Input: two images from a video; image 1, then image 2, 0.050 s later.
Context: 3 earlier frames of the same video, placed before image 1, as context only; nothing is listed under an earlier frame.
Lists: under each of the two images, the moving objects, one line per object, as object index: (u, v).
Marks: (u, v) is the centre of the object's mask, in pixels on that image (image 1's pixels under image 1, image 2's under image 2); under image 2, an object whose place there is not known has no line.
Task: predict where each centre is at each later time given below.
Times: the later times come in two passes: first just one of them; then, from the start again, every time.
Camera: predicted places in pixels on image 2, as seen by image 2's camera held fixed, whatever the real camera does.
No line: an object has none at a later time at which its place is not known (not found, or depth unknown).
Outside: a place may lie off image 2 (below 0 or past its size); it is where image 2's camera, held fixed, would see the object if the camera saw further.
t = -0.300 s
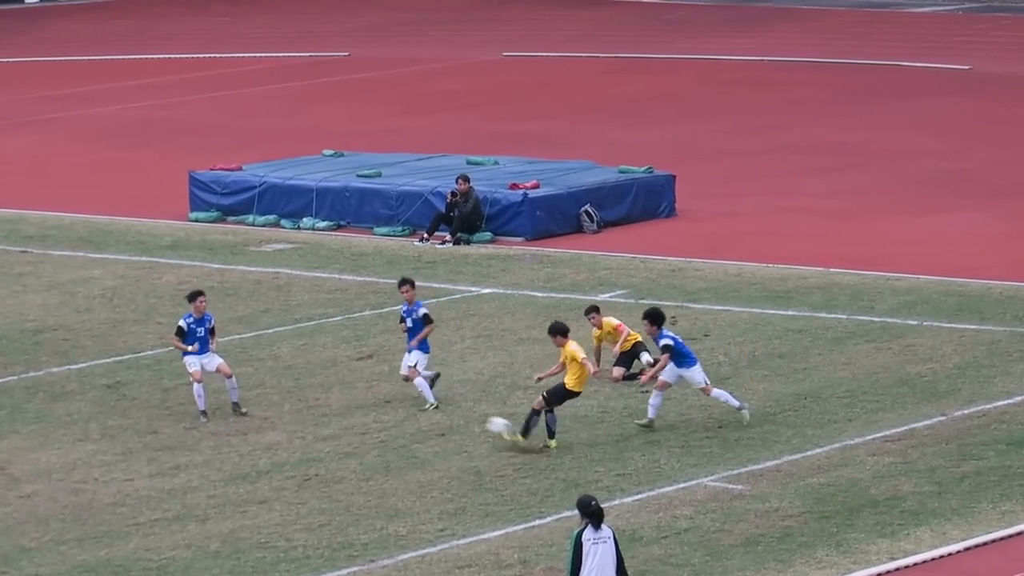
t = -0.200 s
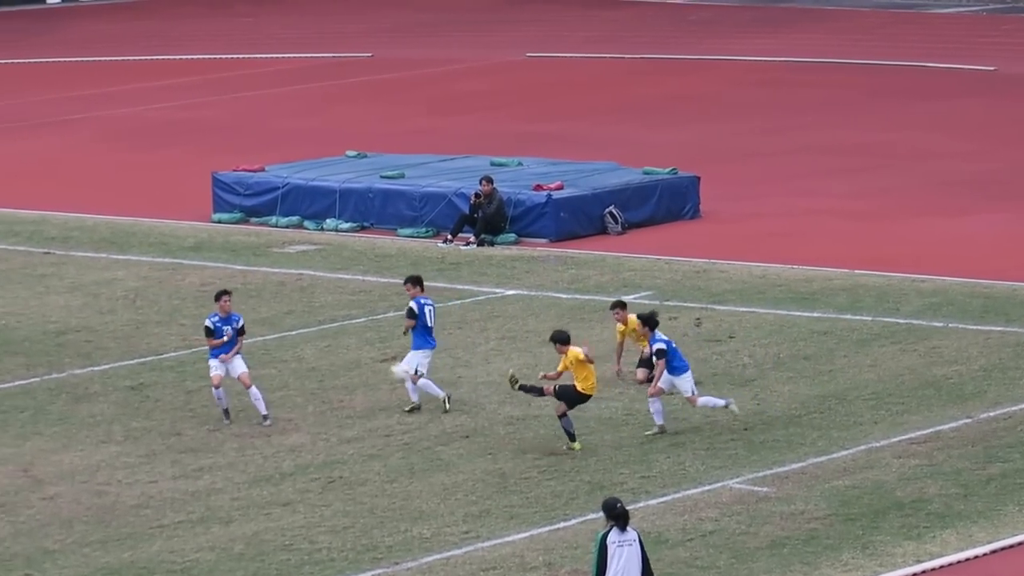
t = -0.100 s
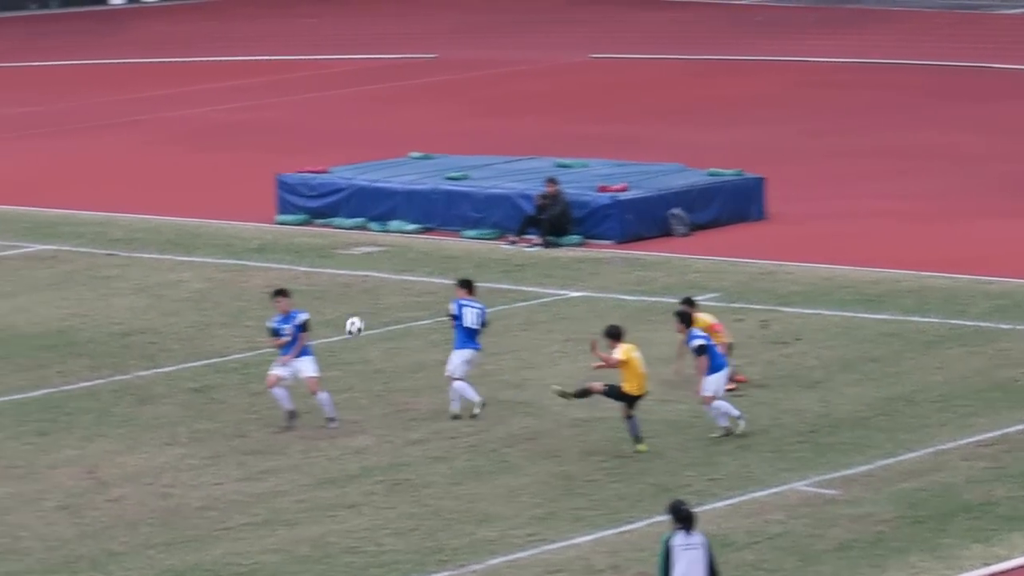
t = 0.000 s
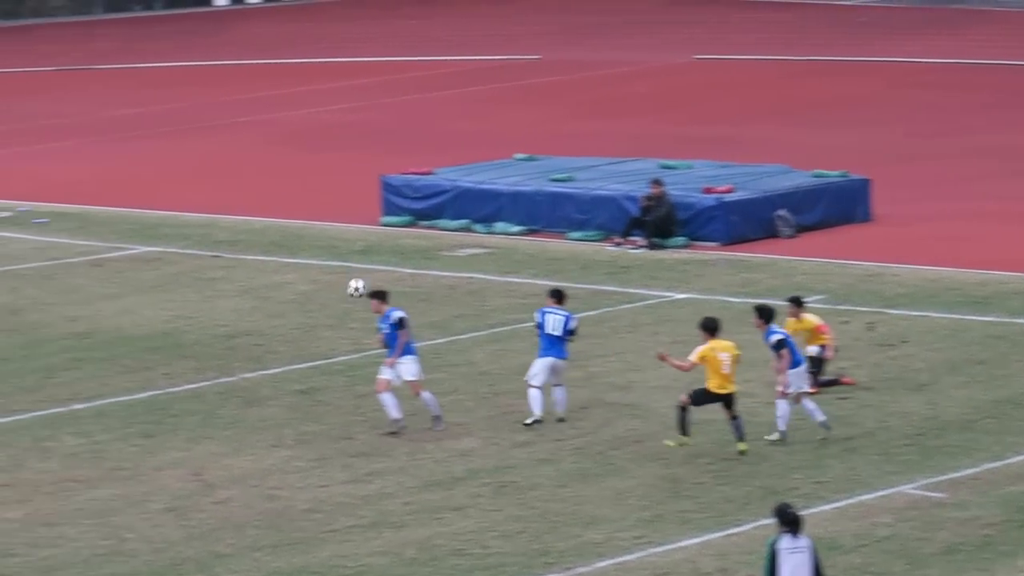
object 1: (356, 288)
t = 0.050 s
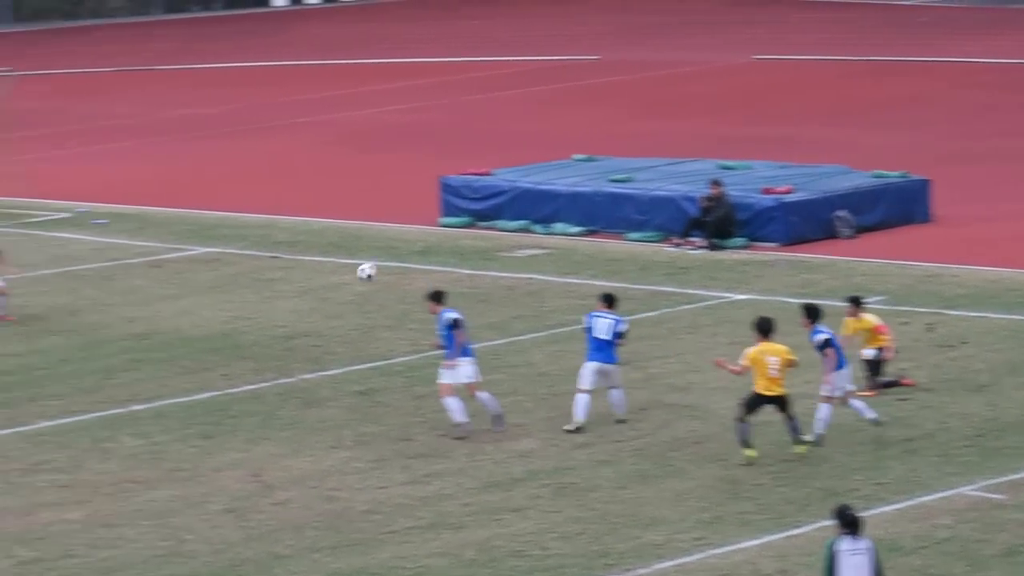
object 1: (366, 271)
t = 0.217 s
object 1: (219, 229)
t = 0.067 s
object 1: (350, 266)
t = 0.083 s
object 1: (334, 261)
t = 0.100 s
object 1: (320, 256)
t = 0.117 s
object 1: (306, 252)
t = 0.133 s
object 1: (290, 248)
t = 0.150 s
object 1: (276, 244)
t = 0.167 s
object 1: (261, 240)
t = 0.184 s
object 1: (247, 235)
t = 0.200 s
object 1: (233, 232)
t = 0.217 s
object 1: (219, 229)
